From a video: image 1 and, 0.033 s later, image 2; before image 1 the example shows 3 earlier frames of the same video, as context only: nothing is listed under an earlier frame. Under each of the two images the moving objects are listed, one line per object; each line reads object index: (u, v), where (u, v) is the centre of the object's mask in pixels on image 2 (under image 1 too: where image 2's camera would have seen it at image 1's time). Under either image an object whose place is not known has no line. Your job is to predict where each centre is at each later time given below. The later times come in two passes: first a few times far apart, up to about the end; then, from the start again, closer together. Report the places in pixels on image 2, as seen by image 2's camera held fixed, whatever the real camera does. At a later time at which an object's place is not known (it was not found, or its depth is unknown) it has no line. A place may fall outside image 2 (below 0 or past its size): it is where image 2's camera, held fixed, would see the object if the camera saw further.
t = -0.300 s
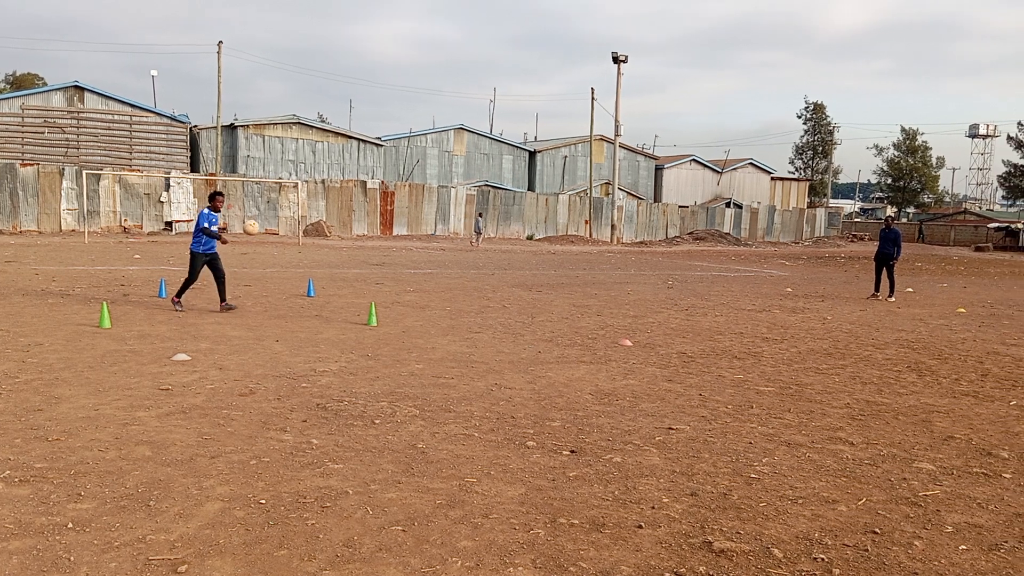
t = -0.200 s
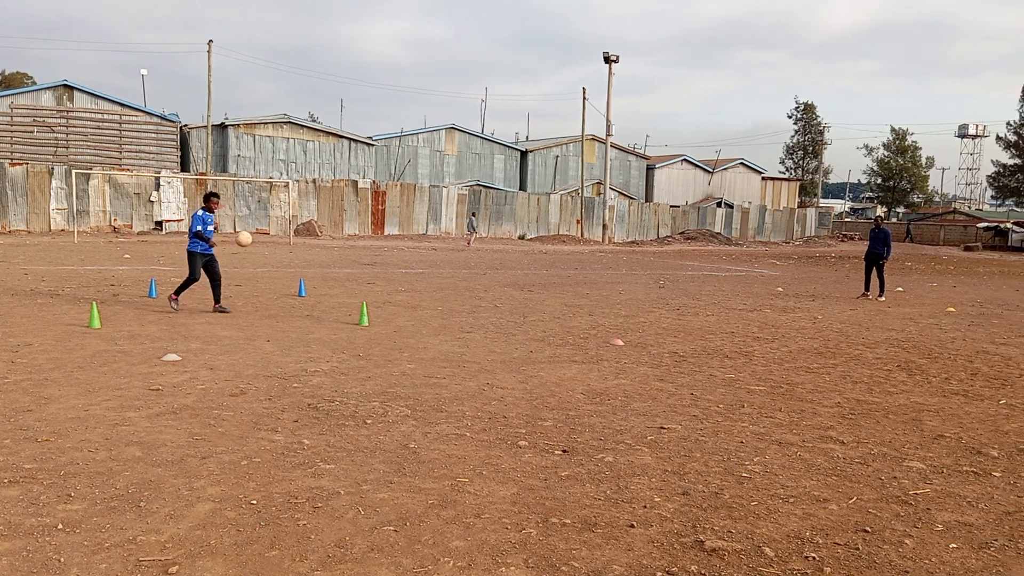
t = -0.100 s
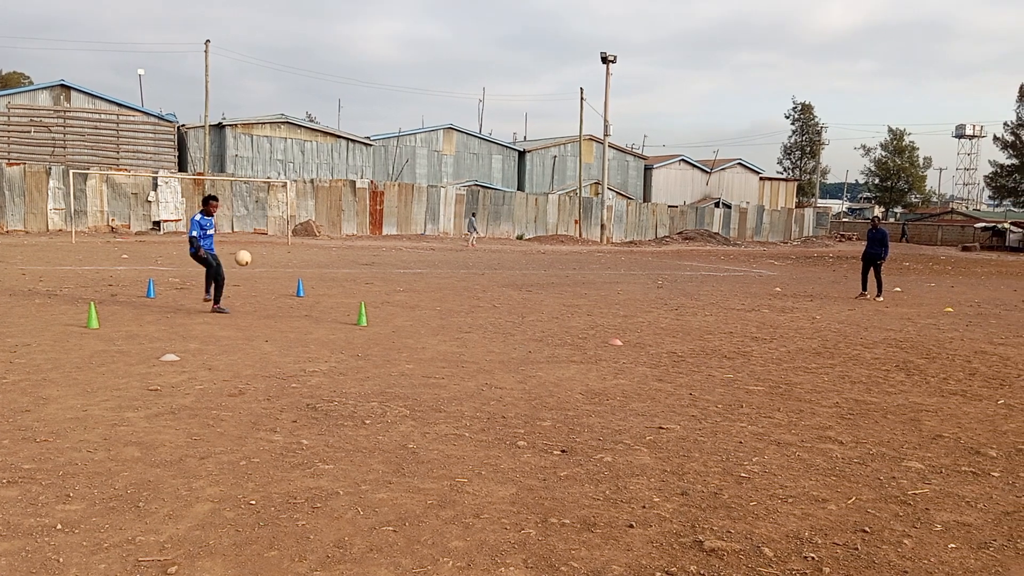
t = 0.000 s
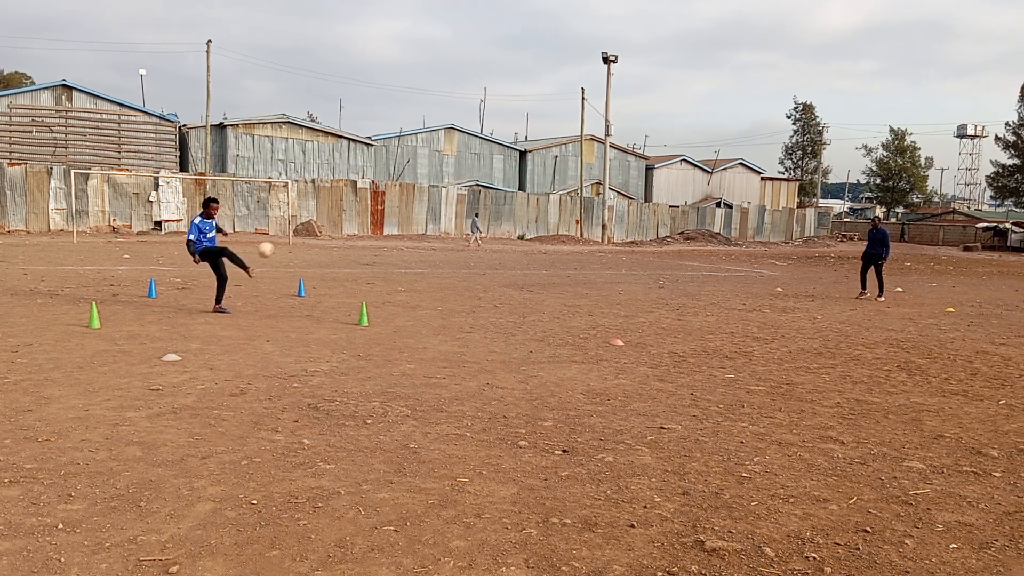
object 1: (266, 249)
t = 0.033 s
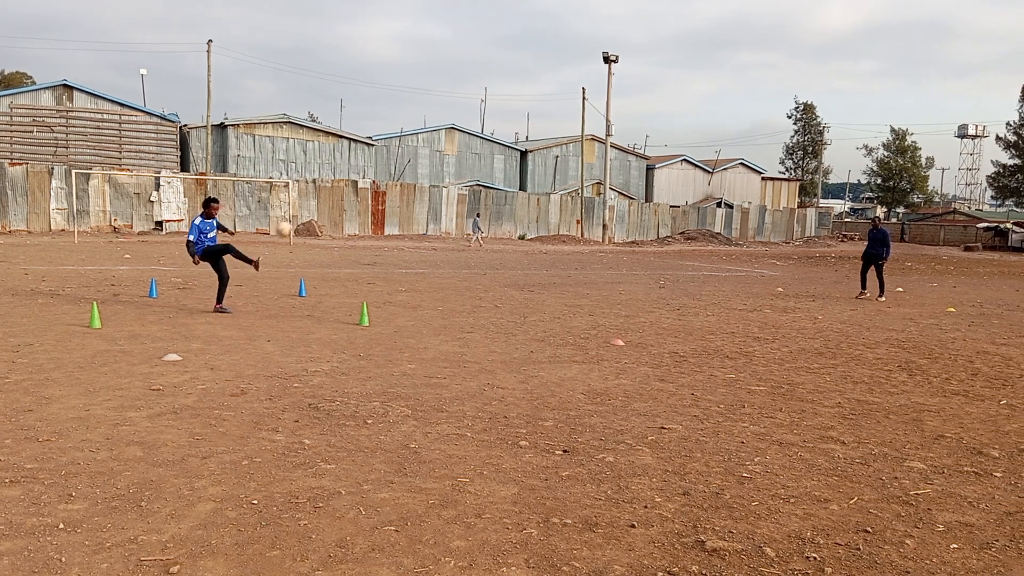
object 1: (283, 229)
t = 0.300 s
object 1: (415, 102)
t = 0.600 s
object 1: (545, 30)
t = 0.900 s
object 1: (656, 23)
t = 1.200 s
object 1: (750, 70)
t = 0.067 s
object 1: (301, 209)
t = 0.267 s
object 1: (400, 114)
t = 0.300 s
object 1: (415, 102)
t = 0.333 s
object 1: (430, 90)
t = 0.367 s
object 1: (446, 79)
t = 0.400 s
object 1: (460, 70)
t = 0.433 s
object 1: (475, 61)
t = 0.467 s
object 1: (490, 53)
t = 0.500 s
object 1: (504, 46)
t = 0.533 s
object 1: (518, 40)
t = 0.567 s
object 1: (532, 35)
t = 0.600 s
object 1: (545, 30)
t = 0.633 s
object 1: (558, 26)
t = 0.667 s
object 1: (571, 24)
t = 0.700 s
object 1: (584, 21)
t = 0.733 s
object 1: (596, 20)
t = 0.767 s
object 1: (609, 19)
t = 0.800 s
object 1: (621, 19)
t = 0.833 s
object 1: (633, 20)
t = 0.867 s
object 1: (645, 21)
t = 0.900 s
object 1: (656, 23)
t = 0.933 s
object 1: (667, 26)
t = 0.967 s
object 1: (679, 30)
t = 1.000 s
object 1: (690, 34)
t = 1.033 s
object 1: (700, 39)
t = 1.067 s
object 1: (711, 44)
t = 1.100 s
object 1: (721, 49)
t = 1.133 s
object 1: (731, 56)
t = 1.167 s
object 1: (741, 63)
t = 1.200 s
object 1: (750, 70)
